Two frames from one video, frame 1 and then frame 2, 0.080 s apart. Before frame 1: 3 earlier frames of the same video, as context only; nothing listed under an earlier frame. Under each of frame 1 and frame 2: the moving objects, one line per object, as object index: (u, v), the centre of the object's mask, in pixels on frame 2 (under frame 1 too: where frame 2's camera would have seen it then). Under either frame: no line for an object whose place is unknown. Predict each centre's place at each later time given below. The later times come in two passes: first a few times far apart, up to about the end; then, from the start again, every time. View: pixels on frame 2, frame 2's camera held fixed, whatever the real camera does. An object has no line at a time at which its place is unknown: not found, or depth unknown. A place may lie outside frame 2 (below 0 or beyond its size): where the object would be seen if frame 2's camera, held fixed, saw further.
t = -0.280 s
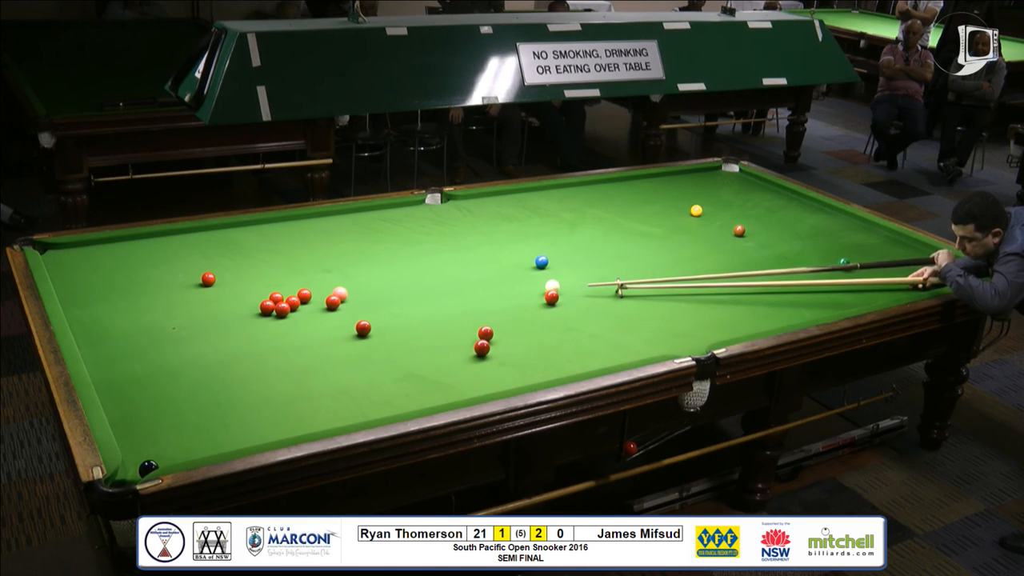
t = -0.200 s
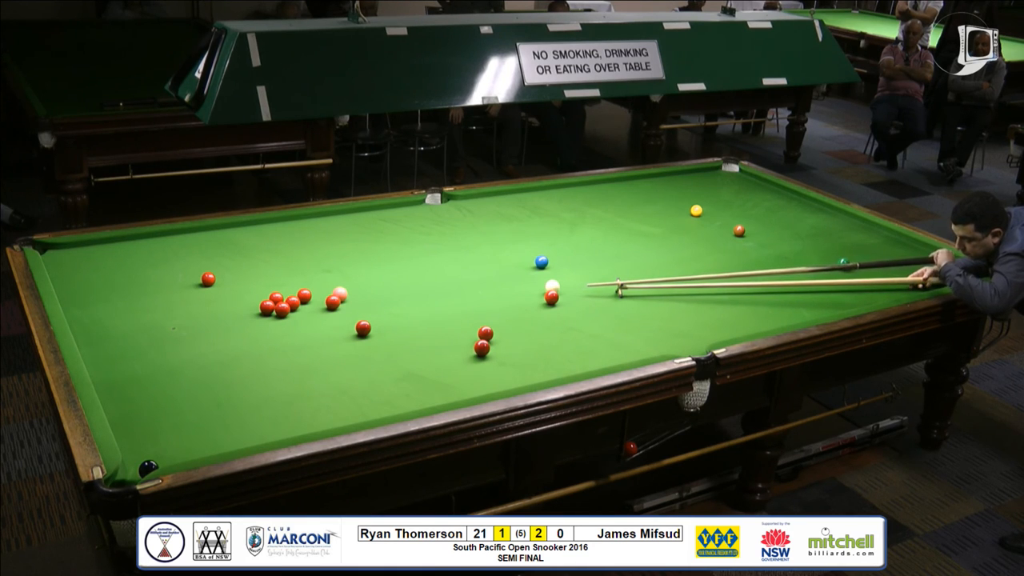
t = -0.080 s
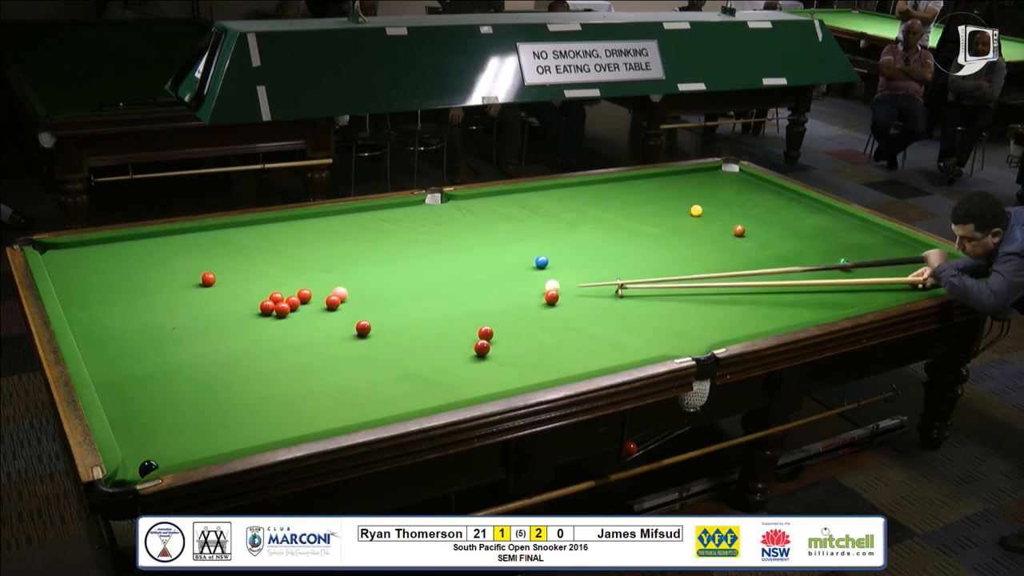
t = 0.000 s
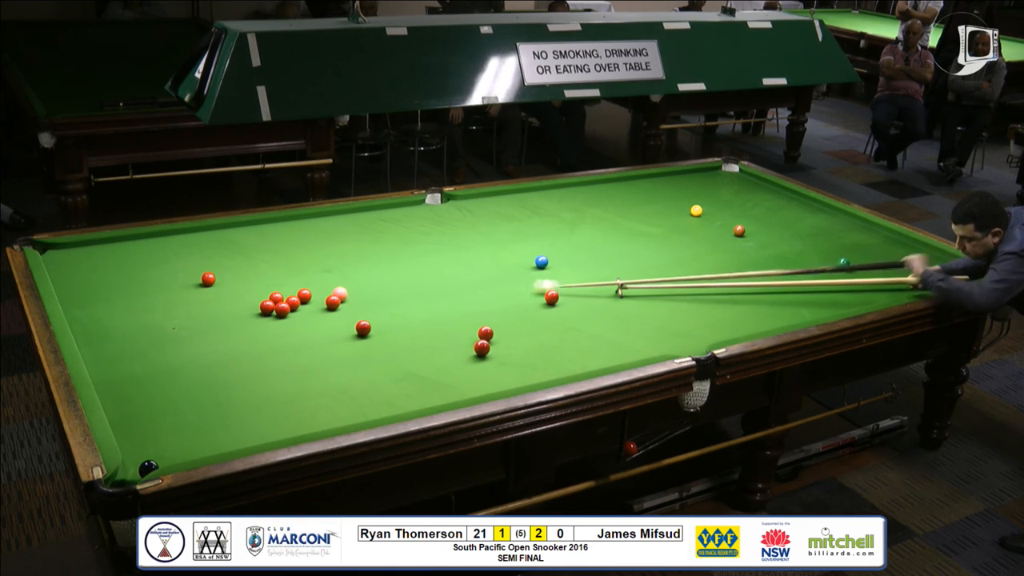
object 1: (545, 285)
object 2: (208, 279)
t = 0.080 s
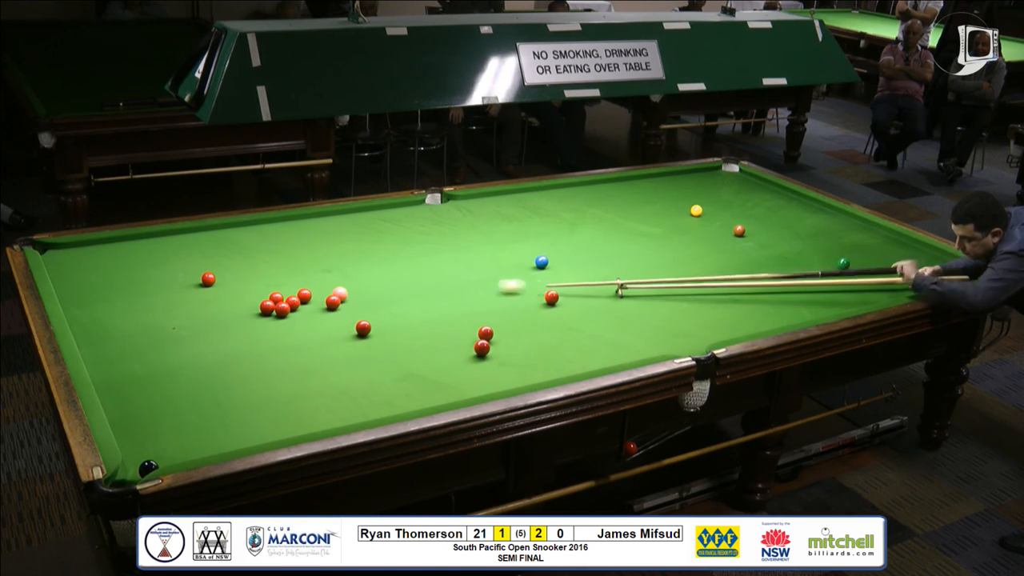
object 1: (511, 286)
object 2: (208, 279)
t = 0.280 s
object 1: (437, 285)
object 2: (208, 279)
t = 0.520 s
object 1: (356, 283)
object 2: (208, 279)
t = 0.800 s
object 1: (261, 281)
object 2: (208, 279)
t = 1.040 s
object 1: (212, 284)
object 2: (181, 276)
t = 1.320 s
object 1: (182, 291)
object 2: (133, 269)
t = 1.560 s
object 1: (158, 296)
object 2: (95, 264)
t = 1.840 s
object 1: (131, 302)
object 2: (54, 258)
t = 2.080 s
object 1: (108, 307)
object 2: (60, 250)
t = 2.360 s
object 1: (84, 312)
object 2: (78, 245)
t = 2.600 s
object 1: (76, 315)
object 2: (95, 246)
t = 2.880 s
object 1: (90, 313)
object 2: (112, 248)
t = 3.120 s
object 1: (101, 312)
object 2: (125, 249)
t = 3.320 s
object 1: (108, 312)
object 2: (135, 250)
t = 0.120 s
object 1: (495, 286)
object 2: (208, 279)
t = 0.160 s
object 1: (480, 285)
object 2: (208, 279)
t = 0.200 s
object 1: (465, 285)
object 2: (208, 279)
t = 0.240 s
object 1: (451, 285)
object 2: (208, 279)
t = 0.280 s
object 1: (437, 285)
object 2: (208, 279)
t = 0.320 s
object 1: (423, 285)
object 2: (208, 279)
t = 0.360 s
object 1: (410, 284)
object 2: (208, 279)
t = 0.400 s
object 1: (396, 284)
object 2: (208, 279)
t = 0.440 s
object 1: (383, 284)
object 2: (208, 279)
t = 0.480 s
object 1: (369, 284)
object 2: (208, 279)
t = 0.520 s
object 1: (356, 283)
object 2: (208, 279)
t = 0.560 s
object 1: (342, 282)
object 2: (208, 279)
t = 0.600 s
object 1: (328, 282)
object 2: (208, 279)
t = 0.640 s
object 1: (315, 282)
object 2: (208, 279)
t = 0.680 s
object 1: (301, 282)
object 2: (208, 279)
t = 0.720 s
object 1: (288, 282)
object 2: (208, 279)
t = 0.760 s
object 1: (275, 282)
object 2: (208, 279)
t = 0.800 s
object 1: (261, 281)
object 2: (208, 279)
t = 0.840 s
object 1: (248, 281)
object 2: (208, 279)
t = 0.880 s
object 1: (235, 281)
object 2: (208, 279)
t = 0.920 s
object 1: (224, 281)
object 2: (207, 279)
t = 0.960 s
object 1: (219, 282)
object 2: (198, 278)
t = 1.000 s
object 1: (216, 283)
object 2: (189, 277)
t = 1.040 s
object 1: (212, 284)
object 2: (181, 276)
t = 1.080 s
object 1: (208, 285)
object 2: (173, 275)
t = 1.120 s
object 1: (203, 286)
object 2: (166, 274)
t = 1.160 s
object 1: (199, 287)
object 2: (160, 273)
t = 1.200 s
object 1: (195, 288)
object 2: (153, 272)
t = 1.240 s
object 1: (190, 289)
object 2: (146, 271)
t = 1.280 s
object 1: (186, 290)
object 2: (140, 270)
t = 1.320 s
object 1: (182, 291)
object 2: (133, 269)
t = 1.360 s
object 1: (178, 291)
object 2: (127, 268)
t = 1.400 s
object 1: (174, 293)
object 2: (121, 268)
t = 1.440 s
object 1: (170, 293)
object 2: (114, 267)
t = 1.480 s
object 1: (166, 294)
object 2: (108, 266)
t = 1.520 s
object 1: (162, 295)
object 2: (101, 265)
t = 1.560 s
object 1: (158, 296)
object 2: (95, 264)
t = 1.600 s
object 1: (154, 297)
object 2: (89, 263)
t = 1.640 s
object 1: (150, 298)
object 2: (83, 263)
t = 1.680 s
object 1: (146, 299)
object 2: (78, 262)
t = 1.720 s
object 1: (142, 299)
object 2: (72, 261)
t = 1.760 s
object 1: (138, 300)
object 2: (66, 260)
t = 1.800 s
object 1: (134, 301)
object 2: (60, 259)
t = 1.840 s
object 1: (131, 302)
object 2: (54, 258)
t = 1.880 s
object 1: (127, 303)
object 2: (49, 257)
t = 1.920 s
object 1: (123, 304)
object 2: (48, 256)
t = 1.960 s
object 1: (119, 304)
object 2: (51, 255)
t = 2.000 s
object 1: (116, 305)
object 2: (54, 253)
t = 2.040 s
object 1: (112, 306)
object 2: (57, 252)
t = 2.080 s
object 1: (108, 307)
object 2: (60, 250)
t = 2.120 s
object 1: (105, 308)
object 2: (62, 249)
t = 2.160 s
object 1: (101, 309)
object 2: (65, 248)
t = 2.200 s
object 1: (98, 309)
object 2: (68, 247)
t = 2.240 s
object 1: (94, 310)
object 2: (70, 246)
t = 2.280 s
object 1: (91, 311)
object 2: (73, 245)
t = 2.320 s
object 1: (87, 312)
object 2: (75, 245)
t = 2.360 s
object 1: (84, 312)
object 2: (78, 245)
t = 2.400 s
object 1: (81, 313)
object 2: (81, 245)
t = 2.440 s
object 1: (78, 314)
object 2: (84, 245)
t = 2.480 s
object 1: (74, 314)
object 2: (87, 246)
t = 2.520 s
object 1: (72, 315)
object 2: (89, 246)
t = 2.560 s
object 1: (73, 315)
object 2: (92, 246)
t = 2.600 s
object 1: (76, 315)
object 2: (95, 246)
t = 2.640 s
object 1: (78, 315)
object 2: (97, 246)
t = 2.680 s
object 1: (80, 314)
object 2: (99, 247)
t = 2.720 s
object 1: (82, 314)
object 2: (102, 247)
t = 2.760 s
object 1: (84, 314)
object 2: (104, 247)
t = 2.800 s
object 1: (86, 314)
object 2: (107, 247)
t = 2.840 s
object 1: (88, 314)
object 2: (109, 248)
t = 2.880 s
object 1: (90, 313)
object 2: (112, 248)
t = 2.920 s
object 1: (92, 313)
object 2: (114, 248)
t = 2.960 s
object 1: (94, 313)
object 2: (116, 248)
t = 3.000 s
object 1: (96, 313)
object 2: (119, 249)
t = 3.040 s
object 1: (98, 313)
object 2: (121, 249)
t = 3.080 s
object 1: (99, 312)
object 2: (123, 249)
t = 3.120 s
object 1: (101, 312)
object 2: (125, 249)
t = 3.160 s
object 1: (103, 312)
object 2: (127, 249)
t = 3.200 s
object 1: (104, 312)
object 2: (129, 249)
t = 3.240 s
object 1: (105, 312)
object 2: (131, 250)
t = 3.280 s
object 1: (107, 312)
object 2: (133, 250)
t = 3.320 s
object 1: (108, 312)
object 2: (135, 250)
